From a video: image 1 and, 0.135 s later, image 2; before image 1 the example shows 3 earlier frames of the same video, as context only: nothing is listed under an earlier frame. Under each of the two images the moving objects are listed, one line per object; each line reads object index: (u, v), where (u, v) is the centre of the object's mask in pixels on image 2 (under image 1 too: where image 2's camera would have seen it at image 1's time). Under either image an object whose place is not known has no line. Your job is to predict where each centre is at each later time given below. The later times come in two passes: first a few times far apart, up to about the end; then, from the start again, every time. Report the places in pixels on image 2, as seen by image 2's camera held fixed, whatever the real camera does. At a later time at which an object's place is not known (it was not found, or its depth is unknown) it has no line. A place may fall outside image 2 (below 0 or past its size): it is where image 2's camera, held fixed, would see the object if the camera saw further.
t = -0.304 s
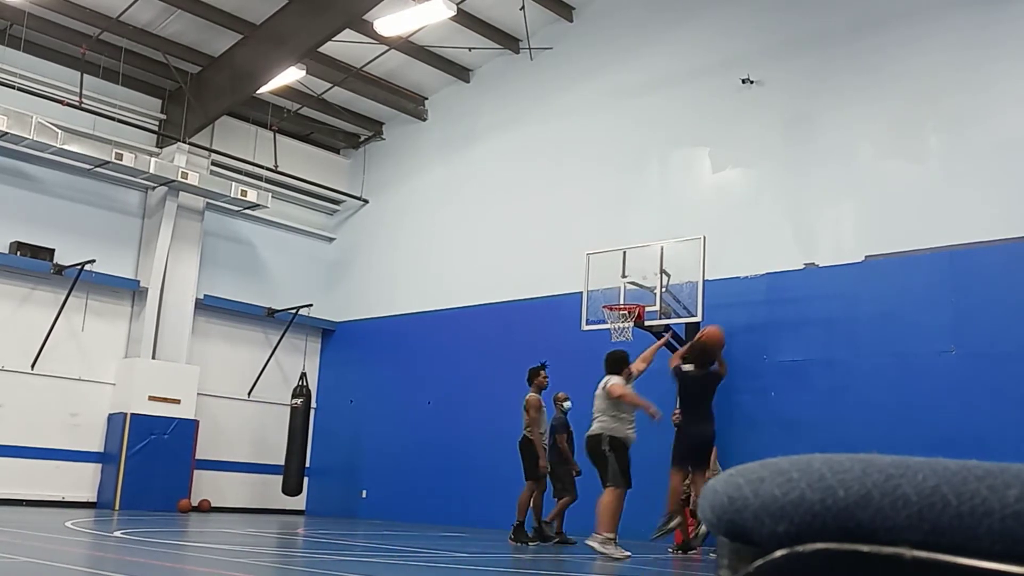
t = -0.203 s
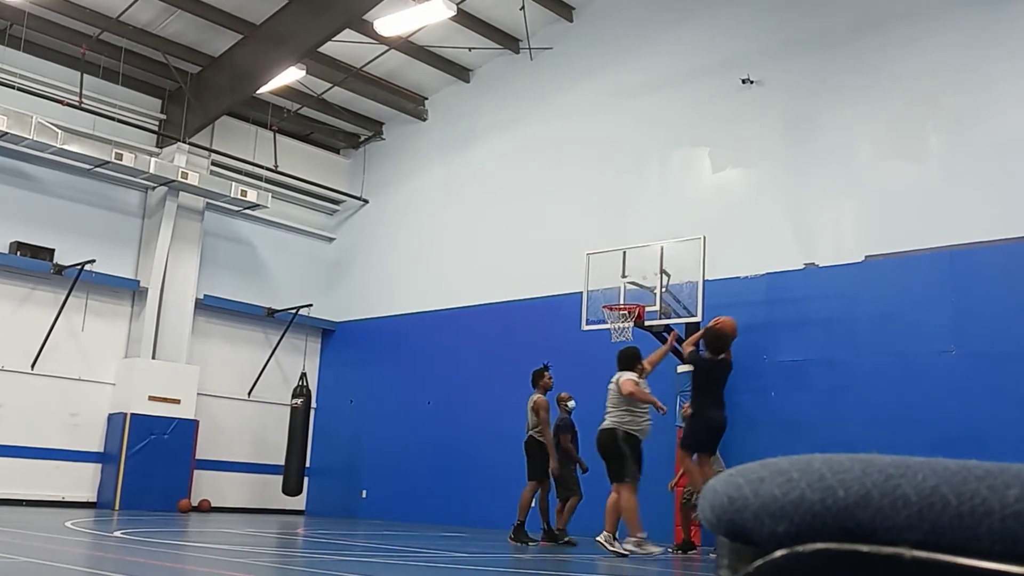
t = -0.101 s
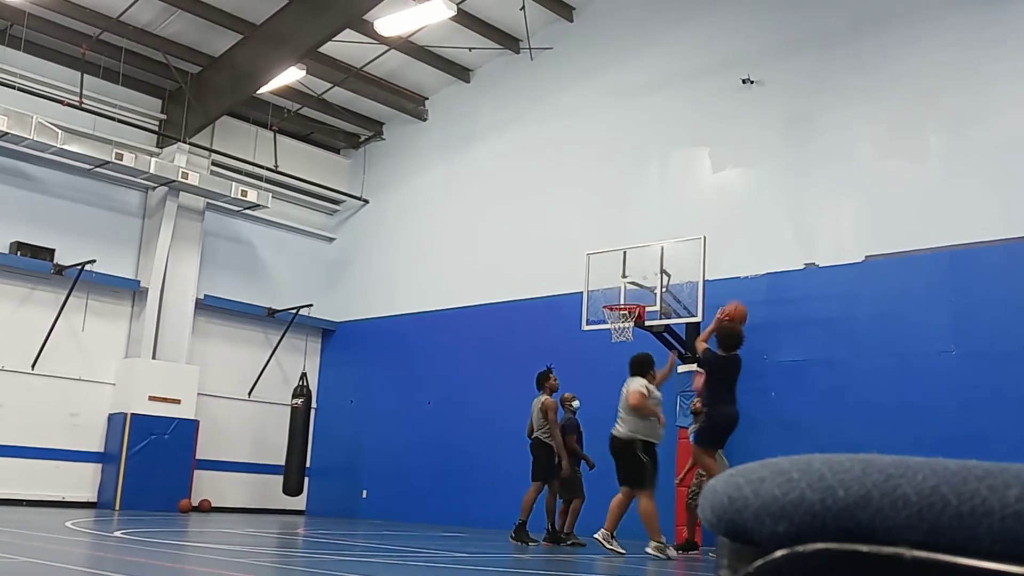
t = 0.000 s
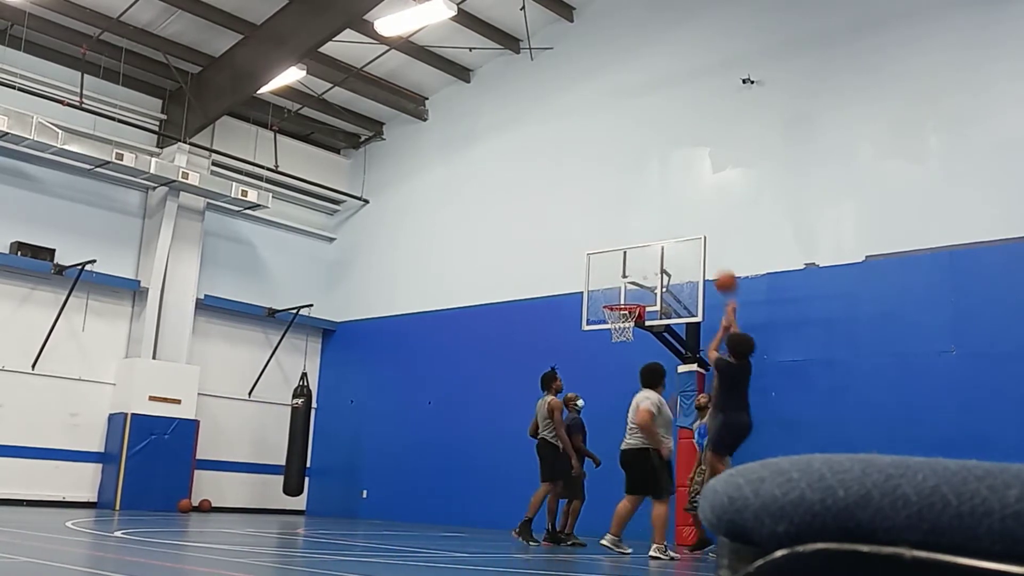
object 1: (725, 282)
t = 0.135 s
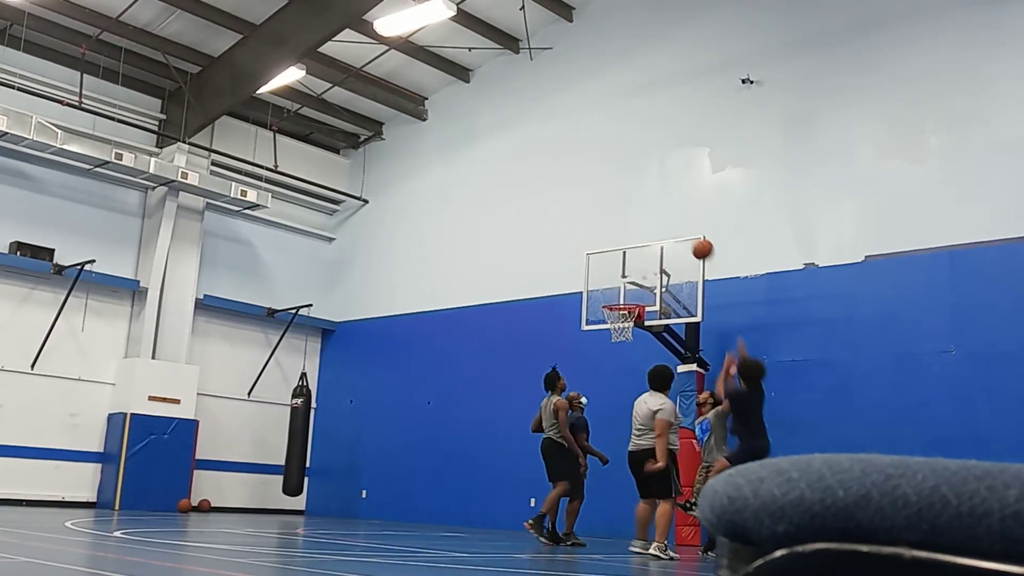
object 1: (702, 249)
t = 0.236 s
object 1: (687, 238)
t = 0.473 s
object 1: (655, 244)
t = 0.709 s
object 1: (626, 289)
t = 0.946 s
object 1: (592, 300)
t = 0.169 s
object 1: (697, 244)
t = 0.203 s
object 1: (692, 240)
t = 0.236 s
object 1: (687, 238)
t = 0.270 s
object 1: (682, 236)
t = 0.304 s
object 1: (677, 235)
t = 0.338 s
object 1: (673, 235)
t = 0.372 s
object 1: (668, 236)
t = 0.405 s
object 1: (664, 238)
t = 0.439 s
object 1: (659, 241)
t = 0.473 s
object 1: (655, 244)
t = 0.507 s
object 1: (650, 249)
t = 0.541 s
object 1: (647, 254)
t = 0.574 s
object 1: (642, 260)
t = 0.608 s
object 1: (638, 266)
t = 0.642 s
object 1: (634, 273)
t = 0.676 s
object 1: (630, 281)
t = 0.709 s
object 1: (626, 289)
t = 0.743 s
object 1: (620, 294)
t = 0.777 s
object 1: (613, 298)
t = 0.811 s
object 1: (609, 298)
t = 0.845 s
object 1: (605, 298)
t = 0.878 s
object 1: (601, 298)
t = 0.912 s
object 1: (596, 299)
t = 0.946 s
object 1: (592, 300)
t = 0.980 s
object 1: (585, 302)
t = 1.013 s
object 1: (580, 305)
